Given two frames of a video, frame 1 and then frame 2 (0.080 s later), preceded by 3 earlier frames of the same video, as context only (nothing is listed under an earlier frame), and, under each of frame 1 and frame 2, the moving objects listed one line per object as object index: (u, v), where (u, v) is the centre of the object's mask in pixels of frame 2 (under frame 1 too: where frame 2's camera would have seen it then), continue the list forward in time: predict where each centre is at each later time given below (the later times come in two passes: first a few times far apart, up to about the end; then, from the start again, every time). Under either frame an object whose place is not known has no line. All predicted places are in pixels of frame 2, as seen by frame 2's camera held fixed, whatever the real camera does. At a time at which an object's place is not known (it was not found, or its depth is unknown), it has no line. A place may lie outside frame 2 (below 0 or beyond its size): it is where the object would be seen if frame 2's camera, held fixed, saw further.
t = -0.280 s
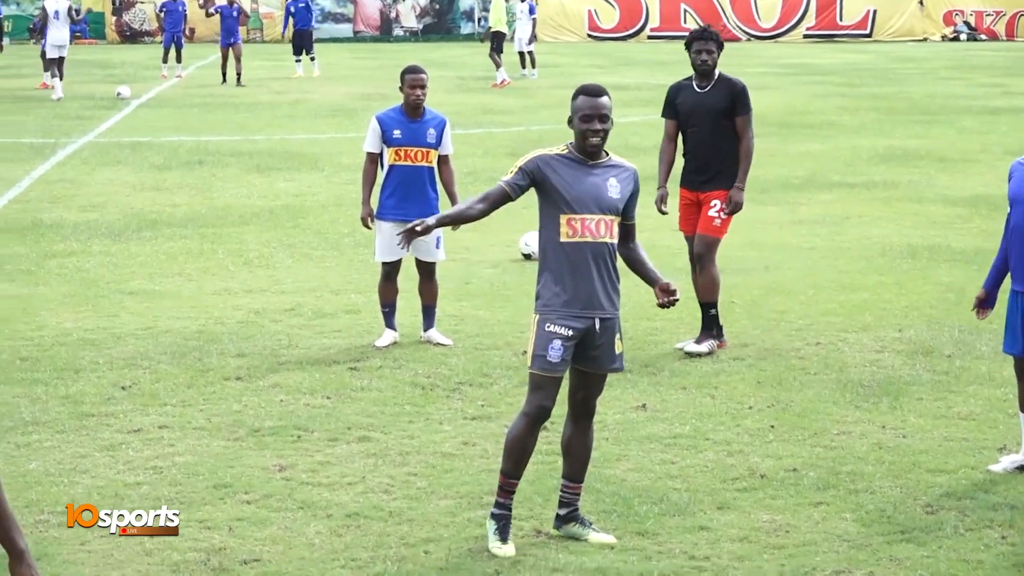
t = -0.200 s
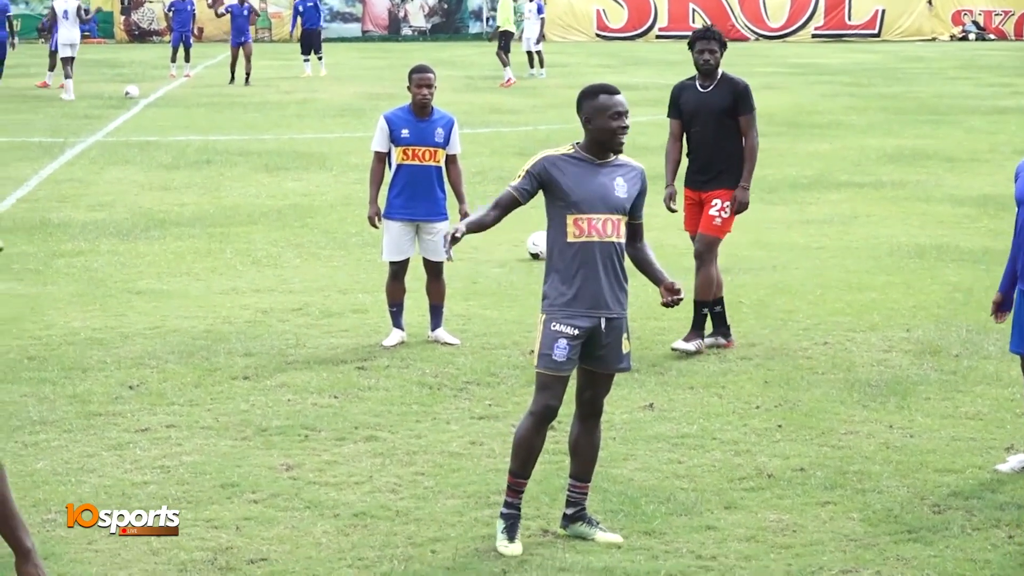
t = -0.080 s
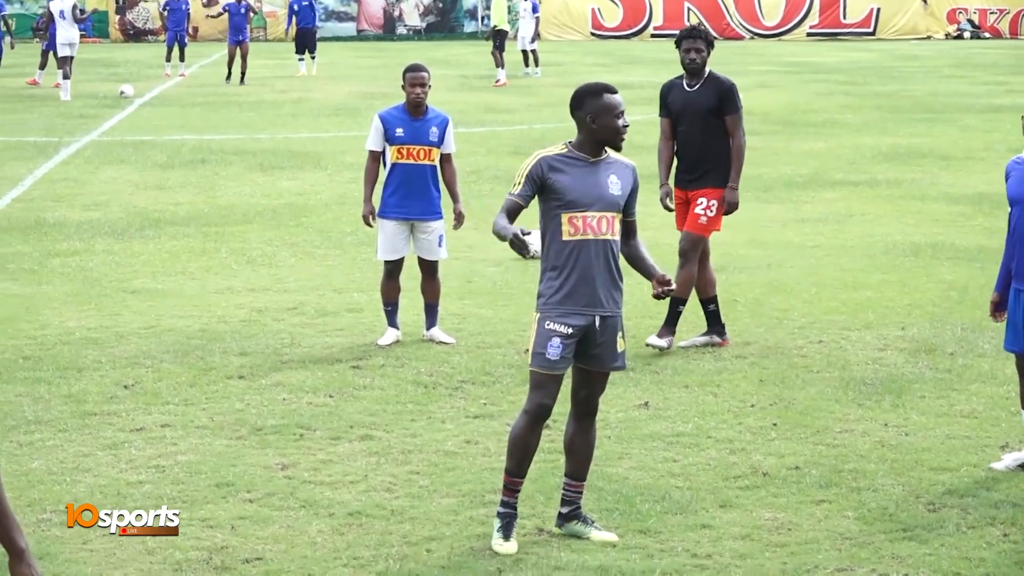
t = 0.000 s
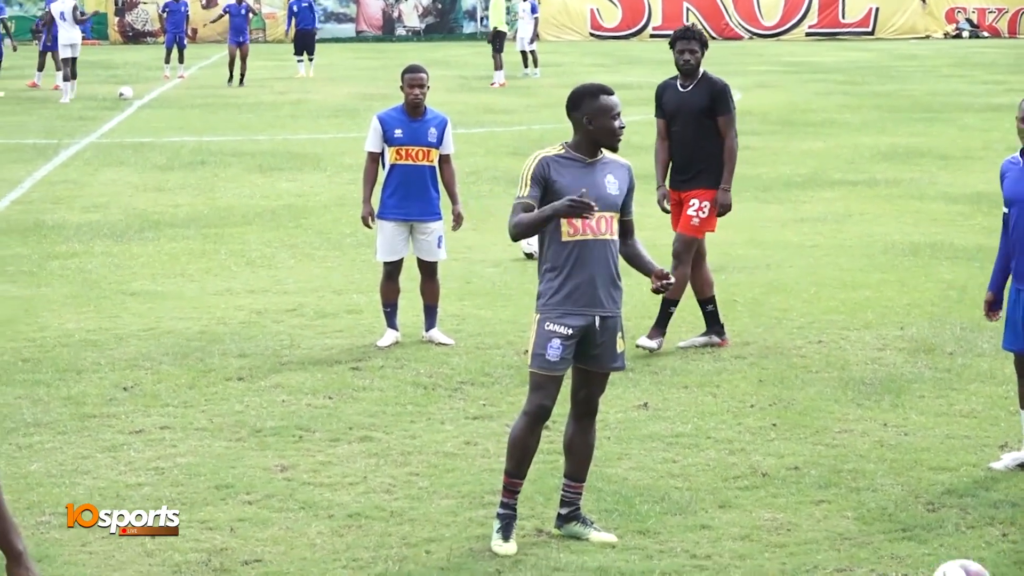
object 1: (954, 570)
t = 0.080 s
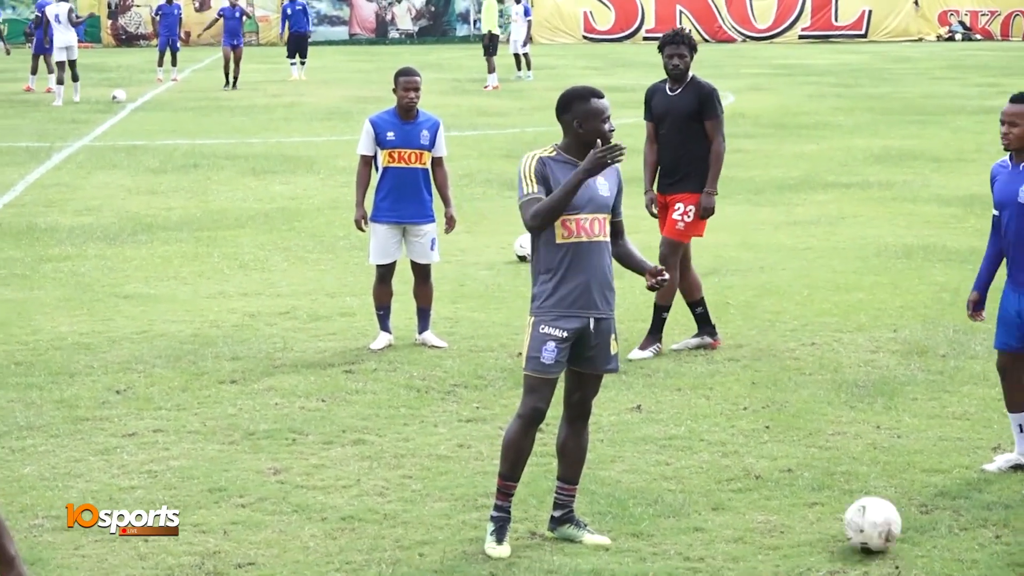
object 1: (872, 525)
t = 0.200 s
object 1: (782, 445)
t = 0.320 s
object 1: (717, 383)
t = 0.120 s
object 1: (839, 492)
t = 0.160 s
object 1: (809, 466)
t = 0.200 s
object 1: (782, 445)
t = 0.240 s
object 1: (757, 429)
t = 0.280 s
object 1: (736, 406)
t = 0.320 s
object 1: (717, 383)
